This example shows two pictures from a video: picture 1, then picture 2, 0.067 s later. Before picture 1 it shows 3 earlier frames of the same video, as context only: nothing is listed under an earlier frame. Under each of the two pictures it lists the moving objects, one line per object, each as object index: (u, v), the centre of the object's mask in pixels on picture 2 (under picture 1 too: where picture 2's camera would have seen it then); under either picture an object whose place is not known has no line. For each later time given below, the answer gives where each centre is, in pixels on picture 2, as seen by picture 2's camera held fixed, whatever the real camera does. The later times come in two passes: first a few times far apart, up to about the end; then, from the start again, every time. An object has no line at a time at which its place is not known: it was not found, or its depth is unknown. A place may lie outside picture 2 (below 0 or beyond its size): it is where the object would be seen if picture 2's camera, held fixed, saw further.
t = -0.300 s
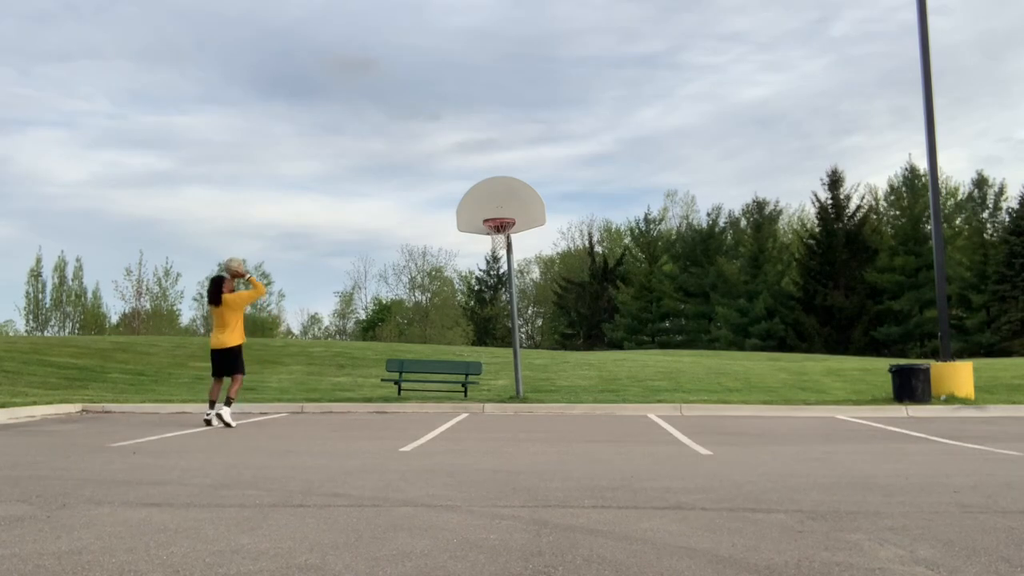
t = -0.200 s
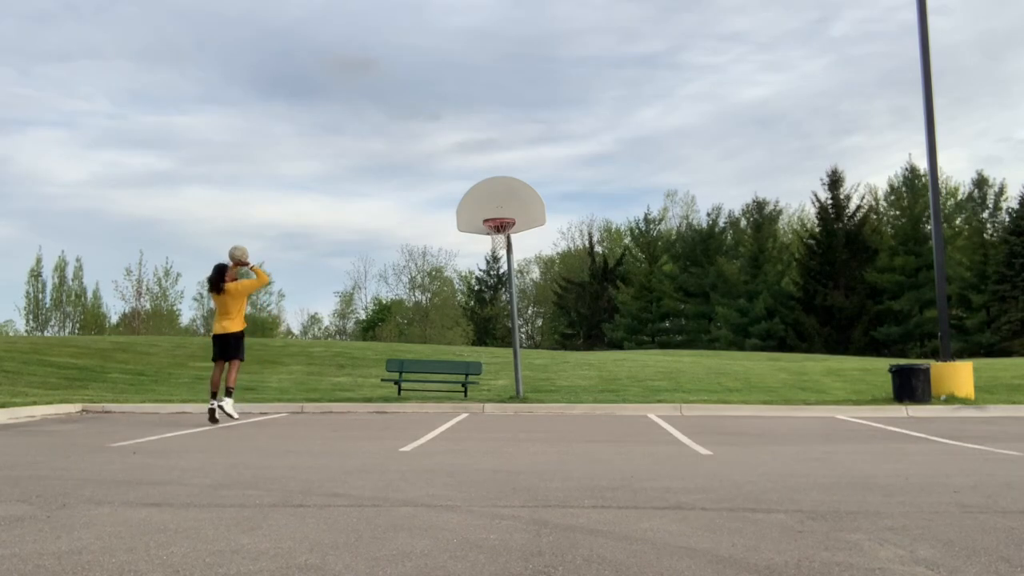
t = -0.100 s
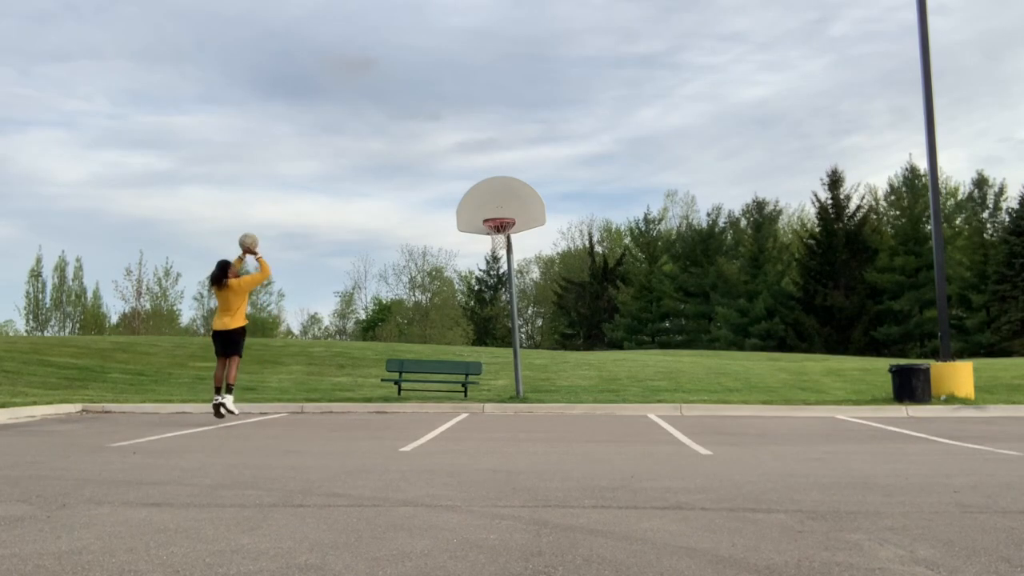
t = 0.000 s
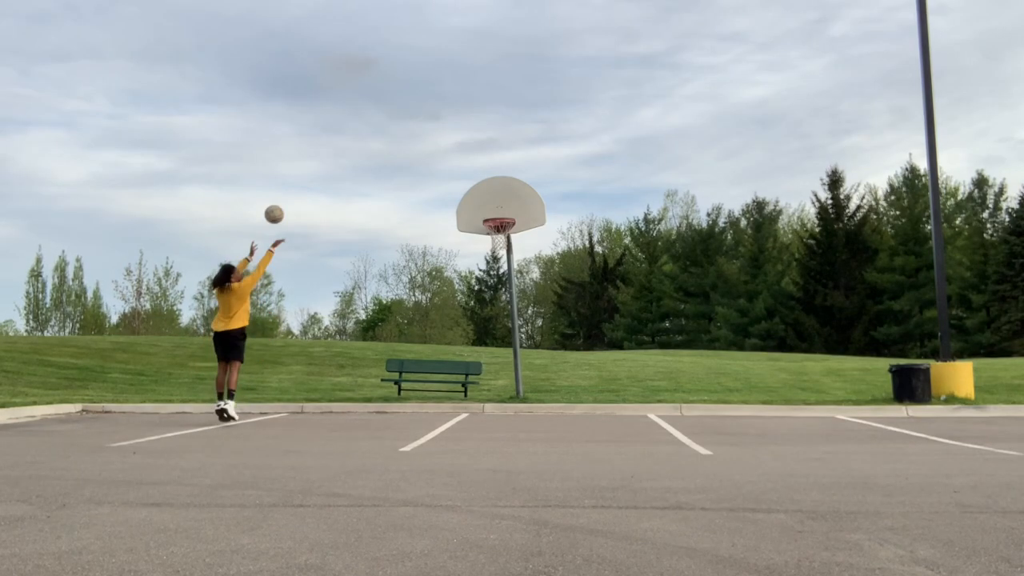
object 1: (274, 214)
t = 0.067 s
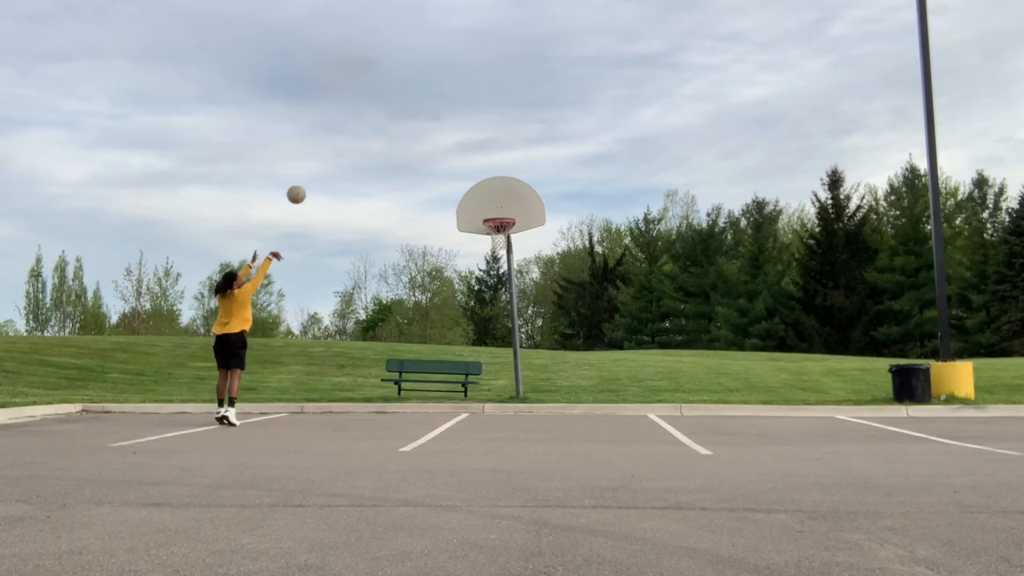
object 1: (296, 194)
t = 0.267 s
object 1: (357, 158)
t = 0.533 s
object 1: (430, 155)
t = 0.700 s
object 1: (472, 177)
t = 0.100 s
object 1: (307, 186)
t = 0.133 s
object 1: (317, 178)
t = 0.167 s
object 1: (327, 172)
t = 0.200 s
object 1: (337, 166)
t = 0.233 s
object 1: (348, 162)
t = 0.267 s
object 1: (357, 158)
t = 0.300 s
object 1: (367, 155)
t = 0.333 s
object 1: (376, 153)
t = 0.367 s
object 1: (386, 151)
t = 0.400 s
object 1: (395, 150)
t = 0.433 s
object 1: (404, 150)
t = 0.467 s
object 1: (413, 151)
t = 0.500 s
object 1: (422, 153)
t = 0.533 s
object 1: (430, 155)
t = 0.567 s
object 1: (439, 158)
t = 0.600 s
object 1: (447, 162)
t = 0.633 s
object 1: (456, 166)
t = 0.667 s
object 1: (464, 171)
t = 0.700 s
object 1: (472, 177)
